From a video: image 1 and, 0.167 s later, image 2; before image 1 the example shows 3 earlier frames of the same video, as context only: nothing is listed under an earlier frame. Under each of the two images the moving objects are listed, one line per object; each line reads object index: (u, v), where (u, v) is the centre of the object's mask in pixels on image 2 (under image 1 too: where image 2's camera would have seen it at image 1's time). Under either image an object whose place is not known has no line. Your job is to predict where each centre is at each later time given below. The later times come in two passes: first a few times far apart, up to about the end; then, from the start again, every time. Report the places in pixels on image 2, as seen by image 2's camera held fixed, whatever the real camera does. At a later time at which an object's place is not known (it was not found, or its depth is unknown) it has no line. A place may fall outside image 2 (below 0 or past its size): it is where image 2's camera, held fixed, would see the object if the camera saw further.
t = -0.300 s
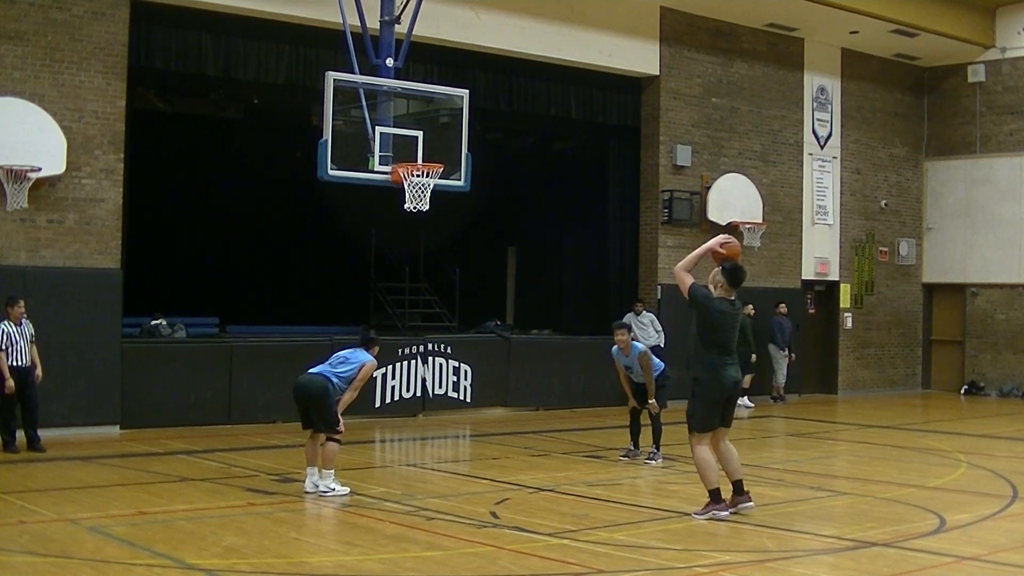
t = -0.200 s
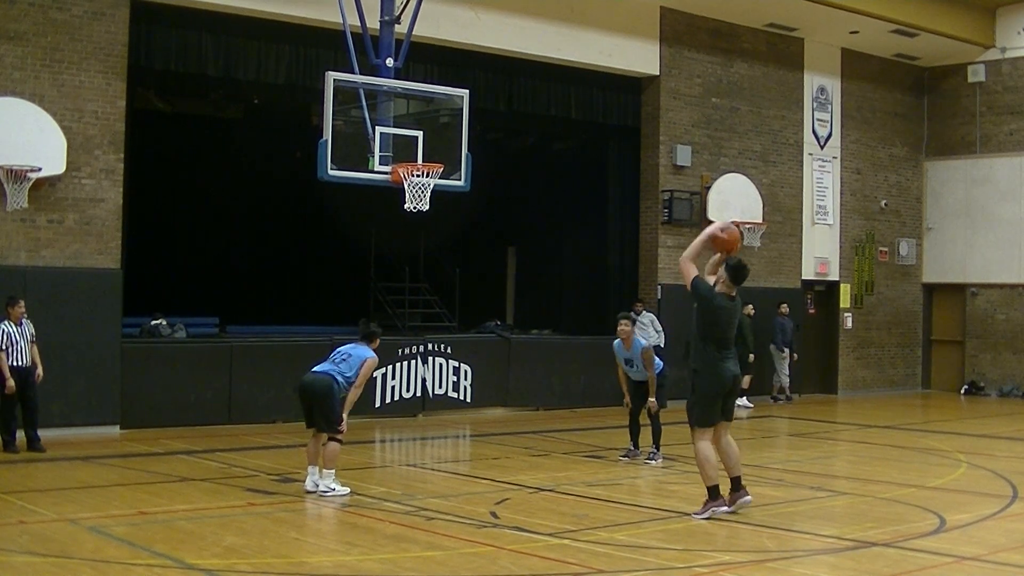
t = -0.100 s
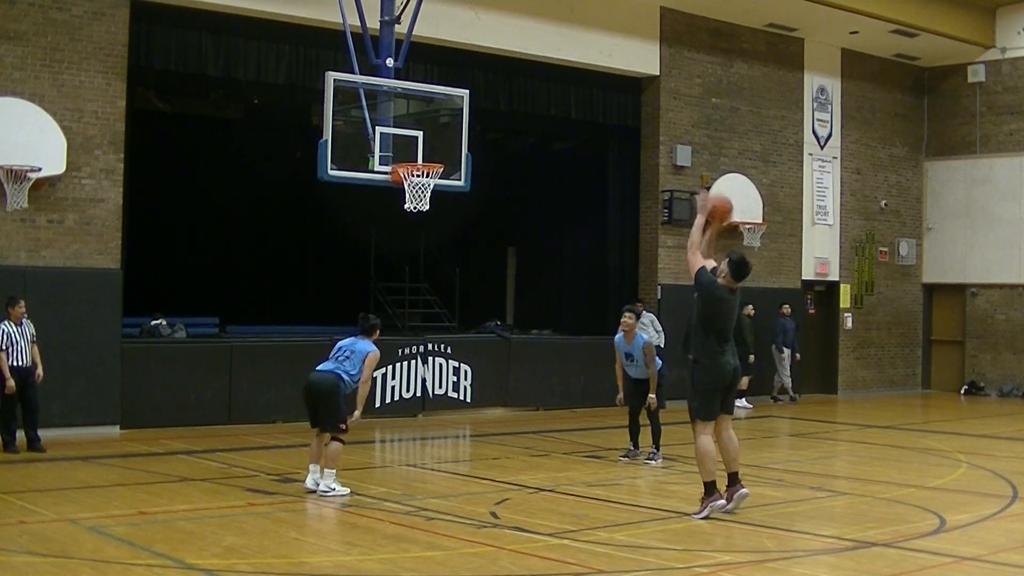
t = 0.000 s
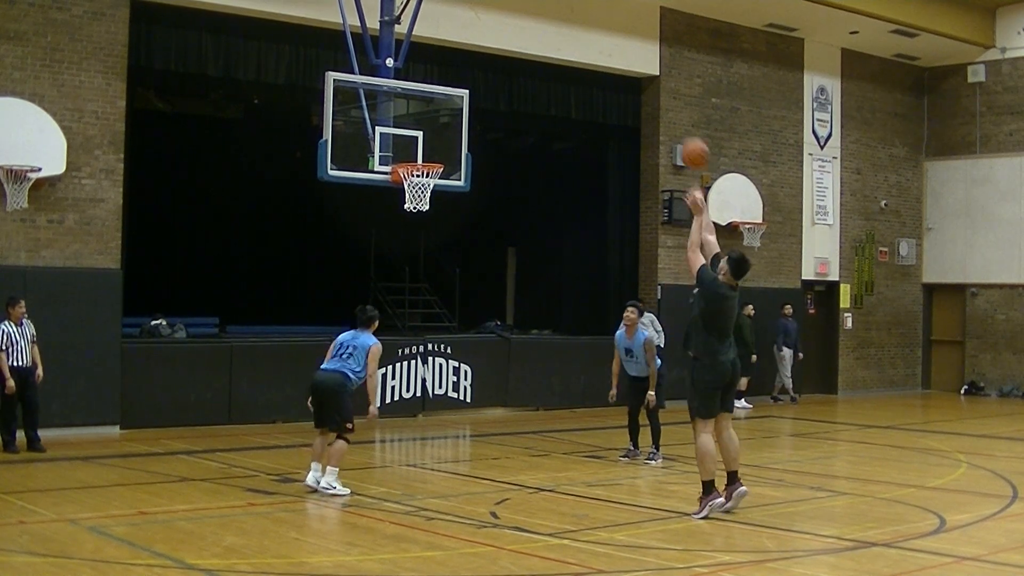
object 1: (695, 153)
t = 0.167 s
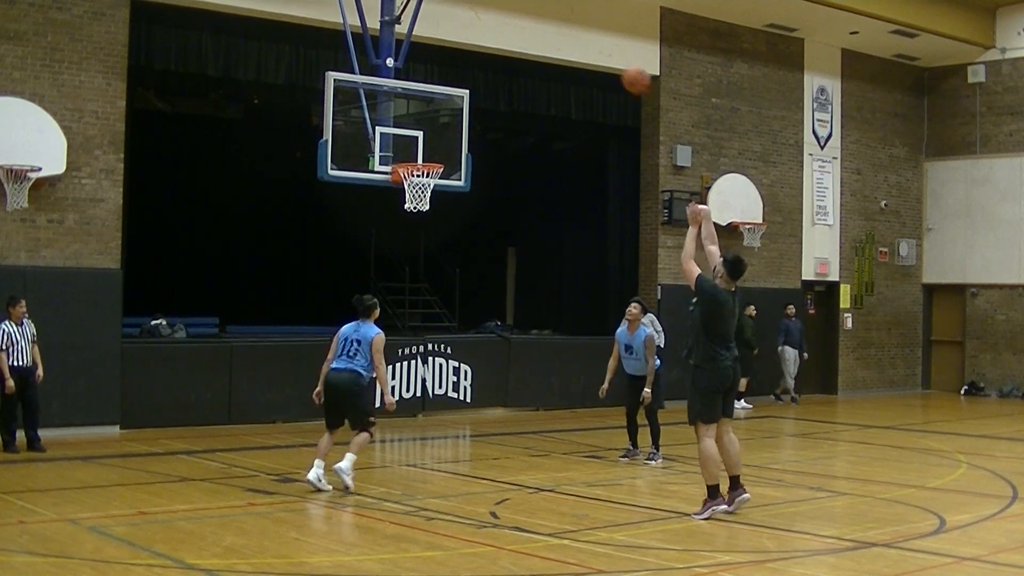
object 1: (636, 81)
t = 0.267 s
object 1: (603, 52)
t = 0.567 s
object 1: (514, 37)
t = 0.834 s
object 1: (444, 95)
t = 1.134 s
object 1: (436, 106)
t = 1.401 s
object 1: (493, 55)
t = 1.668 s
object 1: (549, 71)
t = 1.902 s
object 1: (599, 144)
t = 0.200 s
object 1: (625, 70)
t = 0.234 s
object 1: (613, 60)
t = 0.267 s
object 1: (603, 52)
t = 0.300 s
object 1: (592, 45)
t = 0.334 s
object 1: (581, 40)
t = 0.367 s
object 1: (572, 36)
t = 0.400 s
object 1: (561, 33)
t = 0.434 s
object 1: (551, 32)
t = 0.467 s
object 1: (542, 31)
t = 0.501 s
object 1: (533, 32)
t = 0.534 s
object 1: (523, 34)
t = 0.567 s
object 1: (514, 37)
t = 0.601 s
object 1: (505, 41)
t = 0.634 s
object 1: (496, 46)
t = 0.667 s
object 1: (486, 53)
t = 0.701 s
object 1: (478, 59)
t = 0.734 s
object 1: (470, 66)
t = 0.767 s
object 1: (461, 75)
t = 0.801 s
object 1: (453, 84)
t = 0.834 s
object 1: (444, 95)
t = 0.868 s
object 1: (436, 107)
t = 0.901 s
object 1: (429, 119)
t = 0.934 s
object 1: (421, 132)
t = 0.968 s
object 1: (411, 149)
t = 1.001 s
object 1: (408, 153)
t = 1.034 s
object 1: (415, 140)
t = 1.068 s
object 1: (423, 127)
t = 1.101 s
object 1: (429, 116)
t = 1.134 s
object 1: (436, 106)
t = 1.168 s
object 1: (444, 96)
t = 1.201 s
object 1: (451, 86)
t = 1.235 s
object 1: (458, 78)
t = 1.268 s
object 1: (465, 72)
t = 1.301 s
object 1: (472, 66)
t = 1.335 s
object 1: (479, 62)
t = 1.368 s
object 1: (486, 58)
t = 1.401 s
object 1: (493, 55)
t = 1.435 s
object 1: (500, 54)
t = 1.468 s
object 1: (507, 53)
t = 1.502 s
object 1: (514, 54)
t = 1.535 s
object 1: (521, 55)
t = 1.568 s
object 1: (527, 59)
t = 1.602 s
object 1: (535, 62)
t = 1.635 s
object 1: (542, 66)
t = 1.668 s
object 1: (549, 71)
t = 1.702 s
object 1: (556, 79)
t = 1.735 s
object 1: (563, 87)
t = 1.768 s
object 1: (571, 96)
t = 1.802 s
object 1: (577, 107)
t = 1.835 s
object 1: (585, 118)
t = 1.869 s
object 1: (592, 130)
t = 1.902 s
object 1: (599, 144)
